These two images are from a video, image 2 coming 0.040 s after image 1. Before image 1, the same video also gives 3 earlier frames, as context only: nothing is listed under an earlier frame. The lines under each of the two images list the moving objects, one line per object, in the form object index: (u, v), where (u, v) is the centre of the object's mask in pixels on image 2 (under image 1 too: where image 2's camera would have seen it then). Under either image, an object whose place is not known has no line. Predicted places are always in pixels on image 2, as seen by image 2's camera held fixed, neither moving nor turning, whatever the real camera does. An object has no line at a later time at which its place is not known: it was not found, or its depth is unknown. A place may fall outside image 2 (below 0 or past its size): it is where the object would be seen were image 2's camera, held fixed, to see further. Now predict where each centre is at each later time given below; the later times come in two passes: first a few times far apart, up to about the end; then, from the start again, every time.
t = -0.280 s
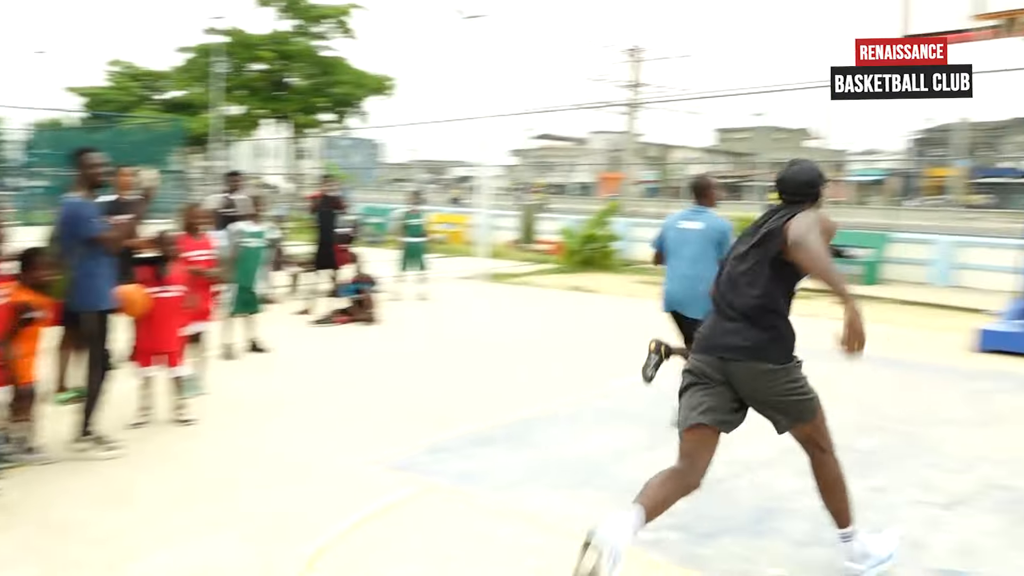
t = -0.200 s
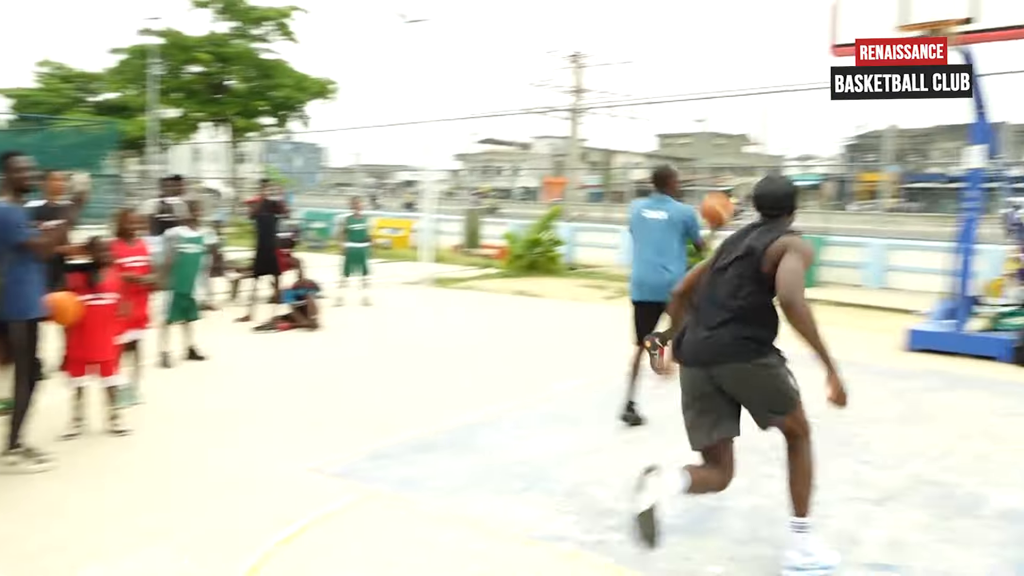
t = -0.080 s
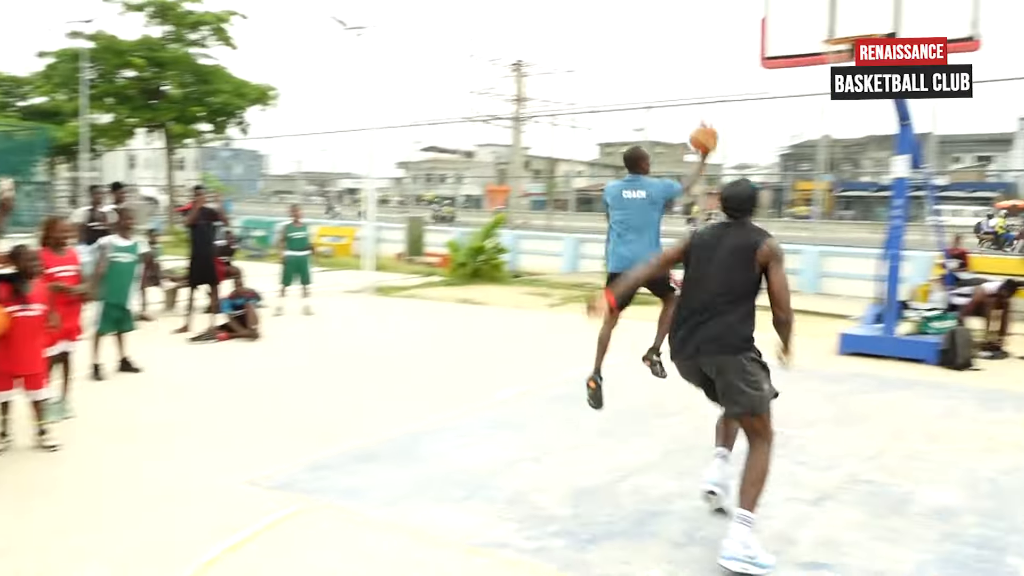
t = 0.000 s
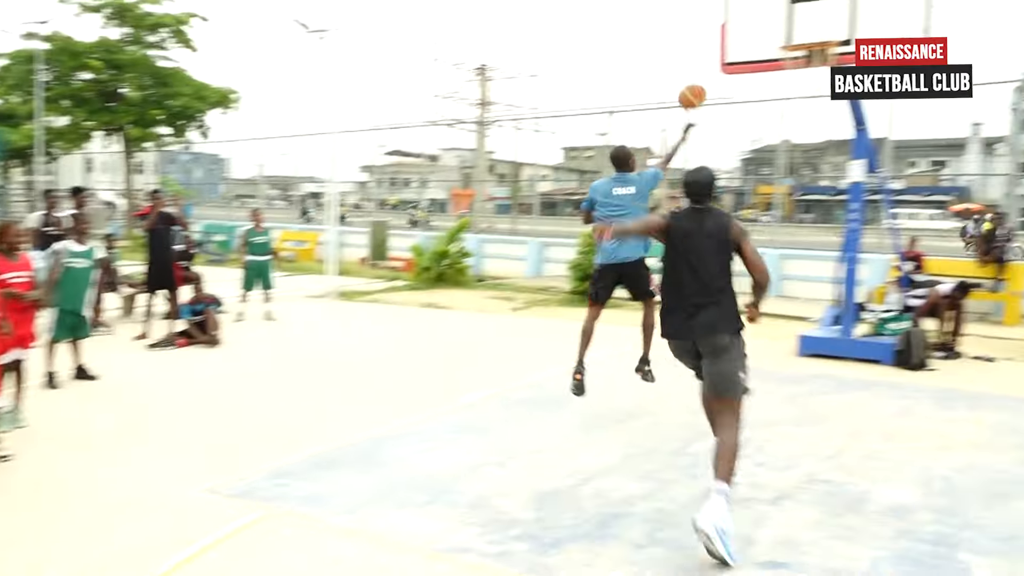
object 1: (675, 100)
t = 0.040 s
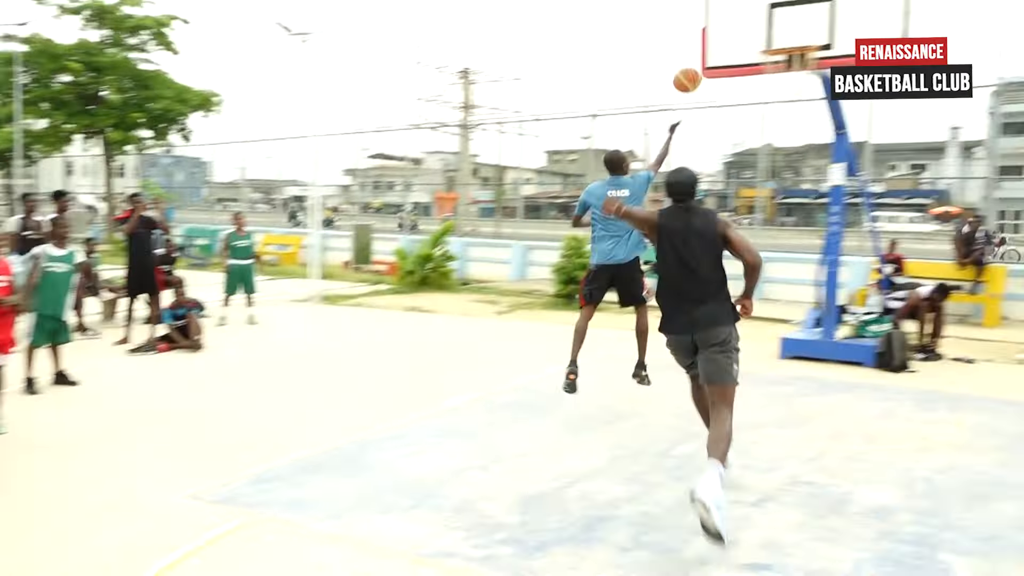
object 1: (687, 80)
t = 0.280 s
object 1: (757, 8)
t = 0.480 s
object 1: (770, -2)
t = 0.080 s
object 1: (700, 63)
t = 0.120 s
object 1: (711, 47)
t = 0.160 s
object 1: (722, 34)
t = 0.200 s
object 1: (734, 23)
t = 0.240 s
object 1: (745, 15)
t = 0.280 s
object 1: (757, 8)
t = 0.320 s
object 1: (767, 3)
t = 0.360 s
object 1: (769, 0)
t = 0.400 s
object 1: (769, -3)
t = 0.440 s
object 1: (770, -3)
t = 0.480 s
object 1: (770, -2)
